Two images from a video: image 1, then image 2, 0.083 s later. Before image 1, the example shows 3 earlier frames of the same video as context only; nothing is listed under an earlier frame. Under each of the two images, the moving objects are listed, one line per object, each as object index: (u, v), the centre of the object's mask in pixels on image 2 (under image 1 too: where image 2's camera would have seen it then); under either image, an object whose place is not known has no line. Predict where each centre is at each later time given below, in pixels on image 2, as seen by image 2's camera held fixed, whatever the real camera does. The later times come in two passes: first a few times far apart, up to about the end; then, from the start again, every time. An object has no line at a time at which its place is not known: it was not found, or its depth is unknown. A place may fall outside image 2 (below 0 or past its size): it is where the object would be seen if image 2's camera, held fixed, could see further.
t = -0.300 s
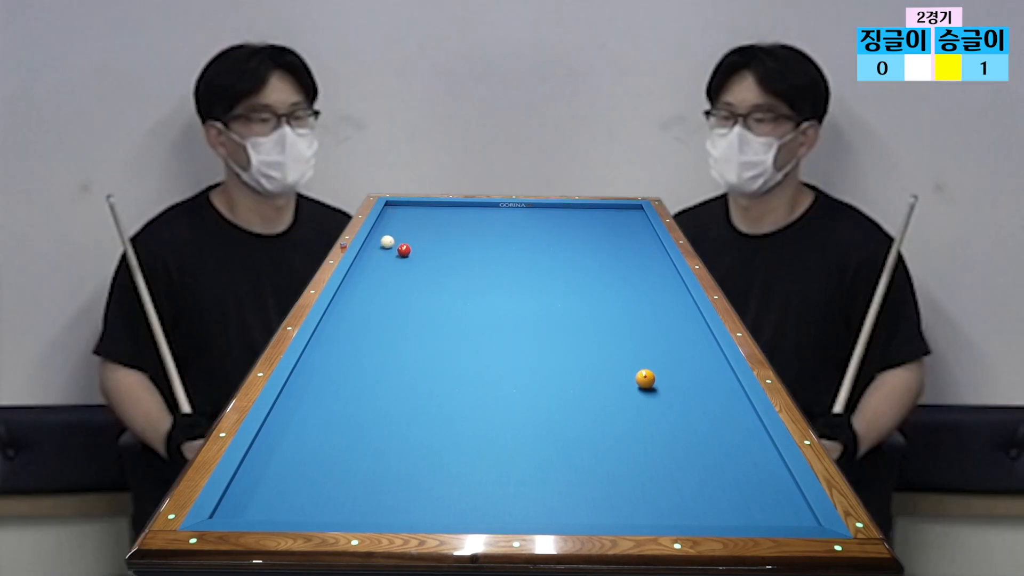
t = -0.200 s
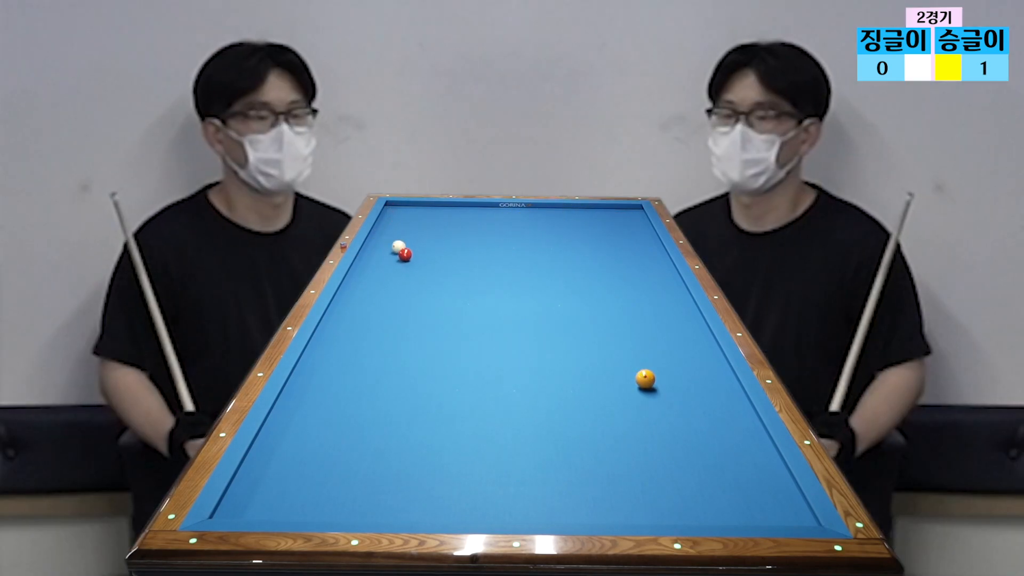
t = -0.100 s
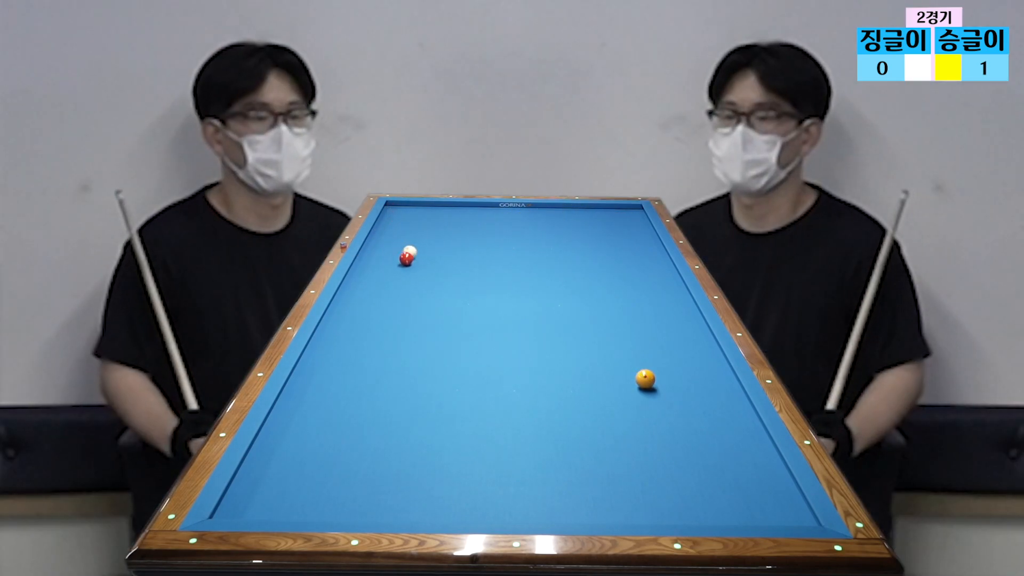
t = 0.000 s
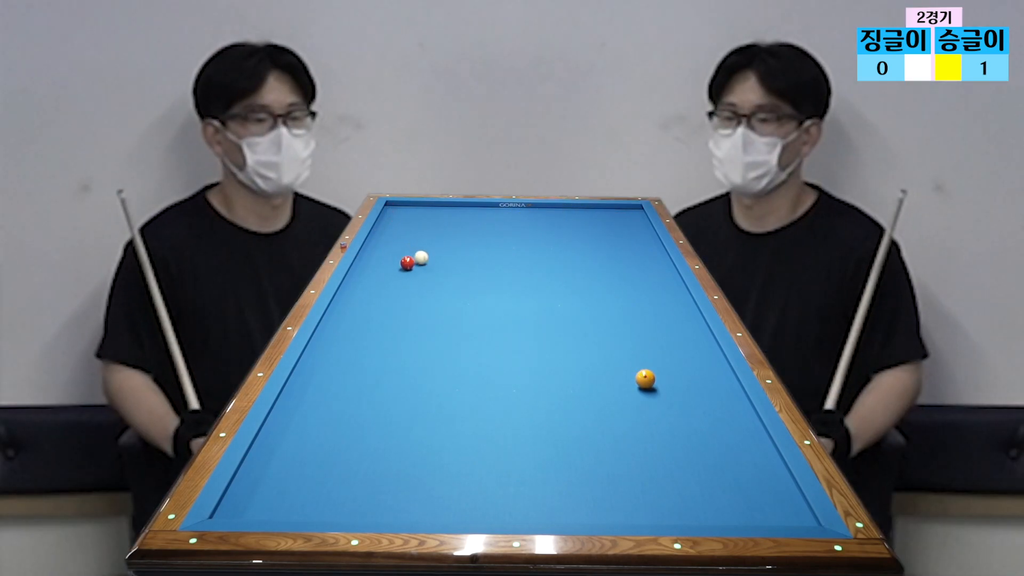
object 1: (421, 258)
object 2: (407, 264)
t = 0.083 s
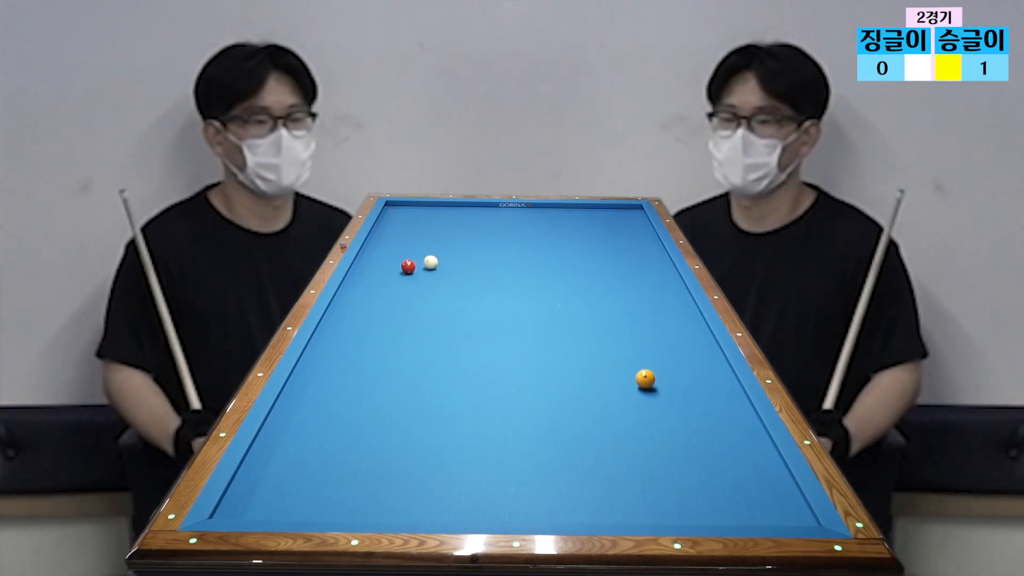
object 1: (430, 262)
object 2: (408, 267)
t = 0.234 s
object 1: (449, 271)
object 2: (410, 274)
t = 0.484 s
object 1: (481, 287)
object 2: (413, 286)
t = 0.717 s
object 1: (514, 303)
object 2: (416, 298)
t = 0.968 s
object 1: (553, 321)
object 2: (420, 311)
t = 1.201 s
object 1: (592, 340)
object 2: (423, 324)
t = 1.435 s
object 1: (634, 360)
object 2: (427, 338)
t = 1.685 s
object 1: (685, 384)
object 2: (431, 353)
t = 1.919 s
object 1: (738, 410)
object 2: (435, 369)
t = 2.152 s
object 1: (736, 429)
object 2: (439, 385)
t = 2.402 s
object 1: (723, 450)
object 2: (444, 403)
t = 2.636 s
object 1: (710, 470)
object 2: (450, 421)
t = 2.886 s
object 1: (695, 494)
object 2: (455, 442)
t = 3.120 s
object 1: (680, 514)
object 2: (461, 463)
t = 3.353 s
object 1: (661, 506)
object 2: (467, 485)
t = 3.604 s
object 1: (643, 493)
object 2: (474, 509)
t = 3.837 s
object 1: (627, 481)
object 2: (481, 508)
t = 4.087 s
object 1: (611, 470)
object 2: (488, 494)
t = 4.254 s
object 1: (601, 463)
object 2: (491, 485)
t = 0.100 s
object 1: (432, 264)
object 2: (408, 268)
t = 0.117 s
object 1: (434, 265)
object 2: (408, 269)
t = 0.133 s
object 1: (436, 265)
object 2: (408, 270)
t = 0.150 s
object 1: (438, 266)
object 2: (409, 270)
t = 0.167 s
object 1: (440, 267)
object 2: (409, 271)
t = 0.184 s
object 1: (443, 268)
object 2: (409, 272)
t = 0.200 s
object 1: (445, 269)
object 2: (409, 273)
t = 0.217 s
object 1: (447, 271)
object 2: (409, 273)
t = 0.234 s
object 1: (449, 271)
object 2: (410, 274)
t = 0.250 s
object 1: (451, 272)
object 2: (410, 275)
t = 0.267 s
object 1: (453, 273)
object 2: (410, 276)
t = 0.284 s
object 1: (455, 274)
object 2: (410, 276)
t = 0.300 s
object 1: (457, 275)
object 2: (410, 277)
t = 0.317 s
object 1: (459, 276)
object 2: (411, 278)
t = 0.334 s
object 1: (461, 277)
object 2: (411, 279)
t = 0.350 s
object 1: (464, 278)
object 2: (411, 280)
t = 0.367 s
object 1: (466, 279)
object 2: (411, 281)
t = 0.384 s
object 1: (468, 280)
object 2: (412, 281)
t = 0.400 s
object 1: (470, 282)
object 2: (412, 282)
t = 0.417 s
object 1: (472, 283)
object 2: (412, 283)
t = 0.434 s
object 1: (474, 284)
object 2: (412, 284)
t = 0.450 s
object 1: (477, 285)
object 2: (413, 284)
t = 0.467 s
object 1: (479, 286)
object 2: (413, 285)
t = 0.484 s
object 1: (481, 287)
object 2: (413, 286)
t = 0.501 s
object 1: (483, 288)
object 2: (413, 287)
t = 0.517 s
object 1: (486, 289)
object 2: (413, 288)
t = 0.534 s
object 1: (488, 290)
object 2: (414, 289)
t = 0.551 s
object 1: (490, 291)
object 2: (414, 289)
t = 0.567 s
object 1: (493, 292)
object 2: (414, 290)
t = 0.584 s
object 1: (495, 293)
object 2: (414, 291)
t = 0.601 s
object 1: (497, 294)
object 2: (415, 292)
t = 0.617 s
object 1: (500, 296)
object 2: (415, 293)
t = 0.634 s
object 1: (502, 297)
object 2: (415, 294)
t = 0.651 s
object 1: (504, 298)
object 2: (415, 294)
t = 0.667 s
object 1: (507, 299)
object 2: (415, 295)
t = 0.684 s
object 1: (509, 300)
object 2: (416, 296)
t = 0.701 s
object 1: (512, 301)
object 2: (416, 297)
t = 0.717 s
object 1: (514, 303)
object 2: (416, 298)
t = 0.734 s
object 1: (517, 304)
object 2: (416, 298)
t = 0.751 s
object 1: (519, 305)
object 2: (417, 299)
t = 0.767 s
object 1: (522, 306)
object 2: (417, 300)
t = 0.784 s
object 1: (524, 308)
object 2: (417, 301)
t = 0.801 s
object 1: (527, 309)
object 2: (417, 302)
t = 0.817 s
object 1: (529, 310)
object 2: (418, 303)
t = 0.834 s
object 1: (532, 311)
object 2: (418, 304)
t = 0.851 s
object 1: (534, 312)
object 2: (418, 305)
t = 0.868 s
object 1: (537, 314)
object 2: (418, 306)
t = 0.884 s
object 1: (539, 315)
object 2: (418, 306)
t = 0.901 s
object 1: (542, 316)
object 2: (419, 307)
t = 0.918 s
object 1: (545, 317)
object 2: (419, 308)
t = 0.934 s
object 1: (547, 319)
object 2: (419, 309)
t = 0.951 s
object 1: (550, 320)
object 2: (419, 310)
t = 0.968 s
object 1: (553, 321)
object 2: (420, 311)
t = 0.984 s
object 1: (555, 323)
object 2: (420, 312)
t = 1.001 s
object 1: (558, 324)
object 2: (420, 313)
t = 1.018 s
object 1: (561, 325)
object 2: (420, 314)
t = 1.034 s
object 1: (563, 327)
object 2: (421, 315)
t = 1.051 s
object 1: (566, 328)
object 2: (421, 316)
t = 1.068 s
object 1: (569, 329)
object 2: (421, 317)
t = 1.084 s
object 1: (572, 330)
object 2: (421, 318)
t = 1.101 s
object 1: (575, 332)
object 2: (422, 319)
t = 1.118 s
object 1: (578, 333)
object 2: (422, 319)
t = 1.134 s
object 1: (580, 335)
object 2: (422, 320)
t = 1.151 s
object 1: (583, 336)
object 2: (422, 321)
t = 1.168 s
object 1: (586, 337)
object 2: (423, 322)
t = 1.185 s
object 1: (589, 339)
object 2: (423, 323)
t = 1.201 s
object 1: (592, 340)
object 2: (423, 324)
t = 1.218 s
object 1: (595, 342)
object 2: (423, 325)
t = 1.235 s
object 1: (598, 343)
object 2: (423, 326)
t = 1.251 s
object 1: (601, 344)
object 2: (424, 327)
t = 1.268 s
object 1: (604, 346)
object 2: (424, 328)
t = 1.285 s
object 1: (607, 347)
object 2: (424, 329)
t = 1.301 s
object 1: (610, 349)
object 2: (425, 330)
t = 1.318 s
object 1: (613, 350)
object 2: (425, 331)
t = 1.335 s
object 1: (616, 352)
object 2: (425, 332)
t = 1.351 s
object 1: (619, 353)
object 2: (425, 333)
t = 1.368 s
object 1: (622, 355)
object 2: (426, 334)
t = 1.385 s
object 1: (625, 356)
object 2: (426, 335)
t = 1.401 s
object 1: (628, 358)
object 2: (426, 336)
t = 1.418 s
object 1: (631, 359)
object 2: (426, 337)
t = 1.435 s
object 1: (634, 360)
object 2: (427, 338)
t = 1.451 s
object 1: (638, 361)
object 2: (427, 339)
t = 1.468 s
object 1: (641, 362)
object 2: (427, 340)
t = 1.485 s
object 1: (644, 363)
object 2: (427, 341)
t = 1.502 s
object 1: (648, 364)
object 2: (428, 342)
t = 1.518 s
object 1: (652, 366)
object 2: (428, 343)
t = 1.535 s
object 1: (655, 368)
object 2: (428, 344)
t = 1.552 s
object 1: (659, 370)
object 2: (428, 345)
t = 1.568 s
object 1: (661, 372)
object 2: (429, 346)
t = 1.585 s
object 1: (665, 374)
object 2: (429, 347)
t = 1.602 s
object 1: (668, 376)
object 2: (429, 348)
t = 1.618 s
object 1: (672, 378)
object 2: (430, 349)
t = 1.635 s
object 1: (675, 379)
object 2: (430, 350)
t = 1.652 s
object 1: (679, 381)
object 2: (430, 351)
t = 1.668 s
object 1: (682, 383)
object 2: (431, 352)
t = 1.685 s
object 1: (685, 384)
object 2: (431, 353)
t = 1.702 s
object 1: (689, 386)
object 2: (431, 354)
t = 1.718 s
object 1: (693, 388)
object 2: (431, 356)
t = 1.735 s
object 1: (696, 390)
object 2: (432, 357)
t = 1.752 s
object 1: (700, 391)
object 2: (432, 358)
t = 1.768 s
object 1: (704, 393)
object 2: (432, 359)
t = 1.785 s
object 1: (707, 395)
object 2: (432, 360)
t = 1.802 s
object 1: (711, 397)
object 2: (433, 361)
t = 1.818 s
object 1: (715, 398)
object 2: (433, 362)
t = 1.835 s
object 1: (718, 400)
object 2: (433, 363)
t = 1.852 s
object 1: (722, 402)
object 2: (434, 364)
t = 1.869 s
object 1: (726, 404)
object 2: (434, 365)
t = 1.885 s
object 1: (730, 406)
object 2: (434, 367)
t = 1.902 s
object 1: (734, 408)
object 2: (435, 368)
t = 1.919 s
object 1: (738, 410)
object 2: (435, 369)
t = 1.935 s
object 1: (742, 411)
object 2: (435, 370)
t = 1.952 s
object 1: (746, 413)
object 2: (435, 371)
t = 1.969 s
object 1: (748, 415)
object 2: (436, 372)
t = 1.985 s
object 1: (746, 416)
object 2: (436, 373)
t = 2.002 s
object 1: (745, 417)
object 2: (436, 374)
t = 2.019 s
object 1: (743, 419)
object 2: (437, 376)
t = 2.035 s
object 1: (742, 420)
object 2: (437, 377)
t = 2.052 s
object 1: (741, 421)
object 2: (437, 378)
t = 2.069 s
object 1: (740, 422)
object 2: (438, 379)
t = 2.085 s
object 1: (739, 424)
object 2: (438, 380)
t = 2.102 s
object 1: (738, 425)
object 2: (438, 381)
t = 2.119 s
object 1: (737, 426)
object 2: (439, 383)
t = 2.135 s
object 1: (737, 428)
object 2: (439, 384)
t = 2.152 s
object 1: (736, 429)
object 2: (439, 385)
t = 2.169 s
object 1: (735, 430)
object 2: (440, 386)
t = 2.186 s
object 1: (734, 432)
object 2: (440, 387)
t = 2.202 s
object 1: (733, 433)
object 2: (440, 389)
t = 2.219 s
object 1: (732, 435)
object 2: (441, 390)
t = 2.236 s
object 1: (731, 436)
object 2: (441, 391)
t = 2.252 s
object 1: (731, 437)
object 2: (441, 392)
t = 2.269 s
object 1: (730, 439)
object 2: (442, 393)
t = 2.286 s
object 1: (729, 440)
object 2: (442, 394)
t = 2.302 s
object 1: (728, 442)
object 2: (442, 396)
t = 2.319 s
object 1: (727, 443)
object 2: (443, 397)
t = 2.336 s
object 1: (726, 444)
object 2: (443, 398)
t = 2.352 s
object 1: (725, 446)
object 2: (443, 399)
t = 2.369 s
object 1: (724, 447)
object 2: (444, 401)
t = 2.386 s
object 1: (724, 448)
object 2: (444, 402)
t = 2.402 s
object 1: (723, 450)
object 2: (444, 403)
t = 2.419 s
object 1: (722, 451)
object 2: (445, 405)
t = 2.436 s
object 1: (721, 453)
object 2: (445, 406)
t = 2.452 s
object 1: (720, 454)
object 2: (445, 407)
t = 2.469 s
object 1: (719, 455)
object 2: (446, 408)
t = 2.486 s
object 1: (718, 457)
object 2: (446, 410)
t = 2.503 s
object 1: (717, 458)
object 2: (447, 411)
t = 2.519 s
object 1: (716, 460)
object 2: (447, 412)
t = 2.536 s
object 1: (715, 461)
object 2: (447, 414)
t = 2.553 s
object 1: (715, 463)
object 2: (448, 415)
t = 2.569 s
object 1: (714, 464)
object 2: (448, 416)
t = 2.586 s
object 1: (713, 466)
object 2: (448, 418)
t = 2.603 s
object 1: (712, 467)
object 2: (449, 419)
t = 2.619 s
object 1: (711, 469)
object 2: (449, 420)
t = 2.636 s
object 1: (710, 470)
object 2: (450, 421)
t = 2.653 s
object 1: (709, 472)
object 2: (450, 423)
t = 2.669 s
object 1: (708, 473)
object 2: (450, 424)
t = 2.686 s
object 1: (707, 475)
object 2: (451, 425)
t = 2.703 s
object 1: (706, 476)
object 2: (451, 427)
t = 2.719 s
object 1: (705, 478)
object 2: (451, 428)
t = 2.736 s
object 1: (704, 479)
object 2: (452, 430)
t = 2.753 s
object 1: (703, 481)
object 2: (452, 431)
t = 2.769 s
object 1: (702, 483)
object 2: (452, 432)
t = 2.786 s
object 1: (701, 484)
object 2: (453, 434)
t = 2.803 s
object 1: (700, 486)
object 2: (453, 435)
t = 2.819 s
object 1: (699, 488)
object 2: (454, 437)
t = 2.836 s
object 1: (698, 489)
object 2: (454, 438)
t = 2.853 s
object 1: (697, 491)
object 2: (455, 439)
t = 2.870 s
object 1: (696, 492)
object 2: (455, 441)
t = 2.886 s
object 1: (695, 494)
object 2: (455, 442)
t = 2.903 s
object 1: (694, 495)
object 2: (456, 444)
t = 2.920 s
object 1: (693, 497)
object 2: (456, 445)
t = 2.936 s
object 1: (692, 499)
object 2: (457, 446)
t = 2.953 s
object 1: (691, 500)
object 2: (457, 448)
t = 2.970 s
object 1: (690, 502)
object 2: (457, 449)
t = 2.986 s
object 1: (688, 504)
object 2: (458, 451)
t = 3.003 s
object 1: (687, 505)
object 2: (458, 452)
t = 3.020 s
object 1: (686, 507)
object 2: (459, 454)
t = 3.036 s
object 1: (685, 508)
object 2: (459, 455)
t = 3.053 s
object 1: (684, 510)
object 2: (459, 457)
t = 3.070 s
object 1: (683, 511)
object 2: (460, 458)
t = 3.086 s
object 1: (682, 512)
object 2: (460, 460)
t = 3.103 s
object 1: (681, 513)
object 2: (461, 461)
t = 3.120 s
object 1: (680, 514)
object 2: (461, 463)
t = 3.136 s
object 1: (679, 516)
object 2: (461, 464)
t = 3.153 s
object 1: (677, 516)
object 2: (462, 466)
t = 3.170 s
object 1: (676, 515)
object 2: (462, 467)
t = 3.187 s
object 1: (674, 514)
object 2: (463, 469)
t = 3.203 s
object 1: (673, 514)
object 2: (463, 470)
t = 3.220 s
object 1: (672, 513)
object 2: (464, 472)
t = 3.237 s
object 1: (670, 512)
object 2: (464, 473)
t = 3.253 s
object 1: (669, 512)
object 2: (465, 475)
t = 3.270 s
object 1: (668, 511)
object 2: (465, 477)
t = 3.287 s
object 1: (667, 510)
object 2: (465, 478)
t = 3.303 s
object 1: (665, 509)
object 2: (466, 480)
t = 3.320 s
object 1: (664, 508)
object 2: (466, 481)
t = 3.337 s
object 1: (662, 507)
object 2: (467, 483)
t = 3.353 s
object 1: (661, 506)
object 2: (467, 485)
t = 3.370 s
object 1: (660, 506)
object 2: (468, 486)
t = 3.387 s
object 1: (658, 505)
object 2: (468, 488)
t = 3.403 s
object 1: (657, 504)
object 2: (469, 489)
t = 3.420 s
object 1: (656, 503)
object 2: (469, 491)
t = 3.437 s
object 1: (655, 502)
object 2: (470, 492)
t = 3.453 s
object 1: (653, 501)
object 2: (470, 494)
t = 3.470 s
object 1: (652, 500)
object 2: (470, 496)
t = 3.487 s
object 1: (651, 499)
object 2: (471, 497)
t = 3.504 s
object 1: (650, 498)
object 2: (471, 499)
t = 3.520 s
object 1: (649, 497)
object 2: (472, 500)
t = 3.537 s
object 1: (647, 496)
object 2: (472, 502)
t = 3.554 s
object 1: (646, 495)
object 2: (473, 504)
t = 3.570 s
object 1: (645, 494)
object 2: (473, 505)
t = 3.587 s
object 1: (644, 494)
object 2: (474, 507)
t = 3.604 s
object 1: (643, 493)
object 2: (474, 509)
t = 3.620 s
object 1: (641, 492)
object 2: (475, 510)
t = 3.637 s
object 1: (640, 491)
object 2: (475, 511)
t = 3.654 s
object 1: (639, 490)
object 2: (476, 512)
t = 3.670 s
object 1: (638, 489)
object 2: (476, 513)
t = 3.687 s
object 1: (637, 488)
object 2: (477, 514)
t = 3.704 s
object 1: (635, 487)
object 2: (477, 513)
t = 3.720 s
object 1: (634, 487)
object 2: (478, 512)
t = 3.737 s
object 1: (633, 486)
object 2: (478, 512)
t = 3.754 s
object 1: (632, 485)
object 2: (479, 511)
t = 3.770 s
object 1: (631, 484)
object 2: (479, 511)
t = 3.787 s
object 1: (630, 483)
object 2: (480, 510)
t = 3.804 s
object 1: (629, 483)
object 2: (480, 509)
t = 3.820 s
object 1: (627, 482)
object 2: (480, 509)
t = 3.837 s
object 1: (627, 481)
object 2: (481, 508)
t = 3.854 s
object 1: (626, 480)
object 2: (481, 507)
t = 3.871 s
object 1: (624, 479)
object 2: (482, 505)
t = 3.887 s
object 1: (623, 478)
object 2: (482, 504)
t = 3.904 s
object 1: (622, 478)
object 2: (483, 504)
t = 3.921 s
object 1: (621, 477)
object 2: (483, 503)
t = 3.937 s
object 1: (620, 476)
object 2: (484, 502)
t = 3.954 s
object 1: (619, 475)
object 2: (484, 501)
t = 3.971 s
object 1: (618, 475)
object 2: (485, 500)
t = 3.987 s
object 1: (617, 474)
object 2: (485, 499)
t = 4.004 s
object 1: (616, 473)
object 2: (485, 498)
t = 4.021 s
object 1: (615, 472)
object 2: (486, 497)
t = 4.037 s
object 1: (614, 472)
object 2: (486, 497)
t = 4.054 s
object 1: (613, 471)
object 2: (487, 496)
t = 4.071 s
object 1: (612, 470)
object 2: (487, 495)
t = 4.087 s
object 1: (611, 470)
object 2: (488, 494)
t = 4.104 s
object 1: (610, 469)
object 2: (488, 493)
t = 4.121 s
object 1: (609, 468)
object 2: (488, 492)
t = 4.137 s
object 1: (608, 467)
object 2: (489, 491)
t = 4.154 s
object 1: (607, 467)
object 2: (489, 490)
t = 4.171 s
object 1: (606, 466)
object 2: (489, 489)
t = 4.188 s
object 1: (605, 465)
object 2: (490, 489)
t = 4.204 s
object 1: (604, 465)
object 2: (490, 488)
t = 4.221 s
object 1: (603, 464)
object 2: (491, 487)
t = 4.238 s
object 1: (602, 463)
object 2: (491, 486)
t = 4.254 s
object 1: (601, 463)
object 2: (491, 485)
